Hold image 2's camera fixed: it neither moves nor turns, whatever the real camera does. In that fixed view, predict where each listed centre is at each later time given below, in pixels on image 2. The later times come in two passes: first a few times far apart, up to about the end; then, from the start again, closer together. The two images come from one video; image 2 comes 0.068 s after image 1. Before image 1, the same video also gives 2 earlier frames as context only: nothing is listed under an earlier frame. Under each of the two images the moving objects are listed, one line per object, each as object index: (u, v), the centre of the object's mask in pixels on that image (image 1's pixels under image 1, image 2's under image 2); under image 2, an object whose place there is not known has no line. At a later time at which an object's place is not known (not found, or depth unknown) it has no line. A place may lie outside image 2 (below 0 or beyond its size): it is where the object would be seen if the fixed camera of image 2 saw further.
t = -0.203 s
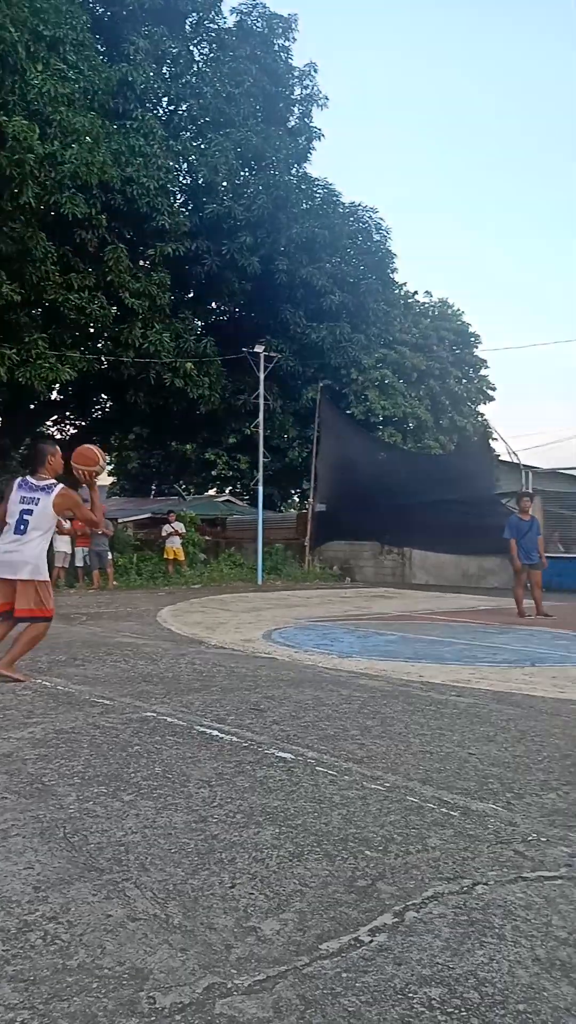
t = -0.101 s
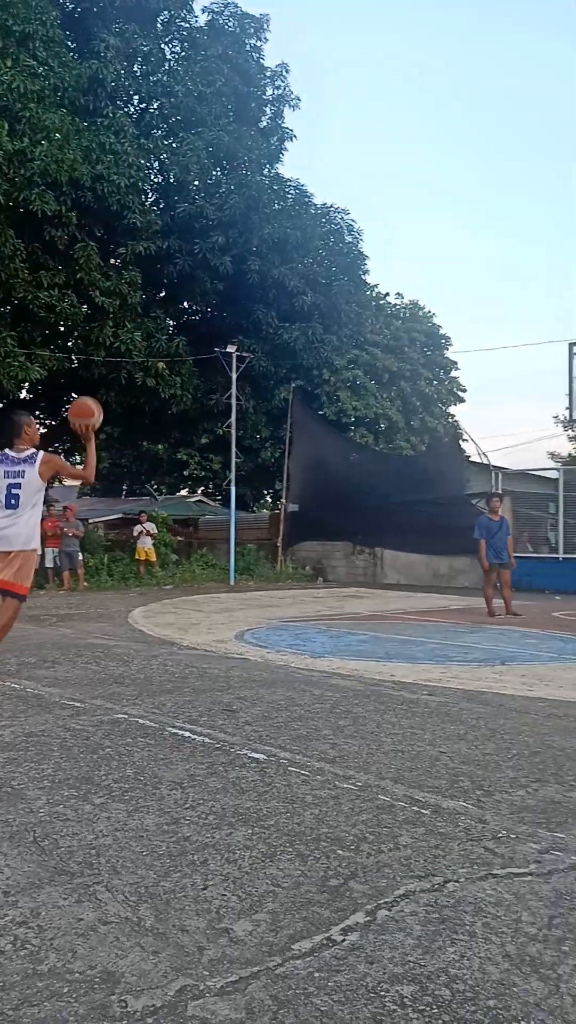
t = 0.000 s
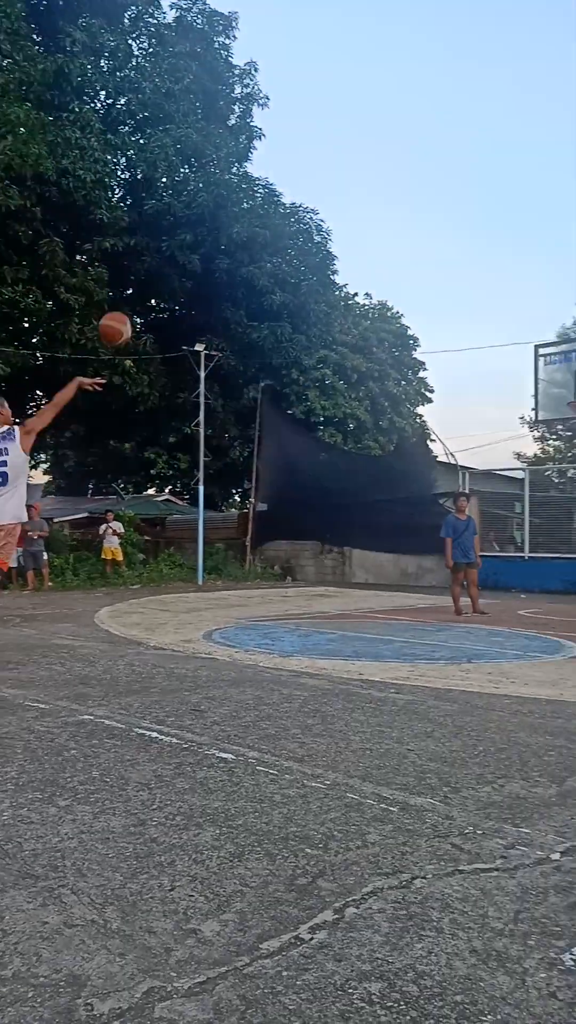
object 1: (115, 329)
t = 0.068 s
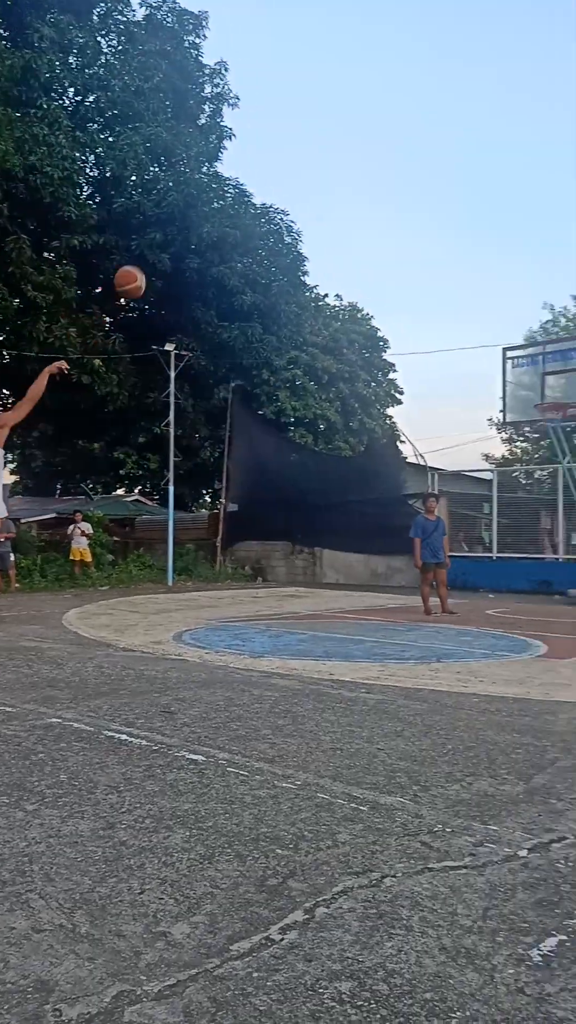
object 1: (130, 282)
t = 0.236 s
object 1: (228, 205)
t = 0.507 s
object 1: (344, 169)
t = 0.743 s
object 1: (417, 196)
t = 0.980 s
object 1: (476, 254)
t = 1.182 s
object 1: (517, 327)
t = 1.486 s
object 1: (550, 417)
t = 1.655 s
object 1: (538, 434)
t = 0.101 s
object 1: (151, 262)
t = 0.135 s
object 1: (171, 245)
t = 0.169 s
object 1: (191, 230)
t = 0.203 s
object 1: (210, 216)
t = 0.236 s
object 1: (228, 205)
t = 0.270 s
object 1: (244, 196)
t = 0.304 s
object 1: (261, 188)
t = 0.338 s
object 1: (277, 182)
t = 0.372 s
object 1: (291, 177)
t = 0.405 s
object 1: (305, 173)
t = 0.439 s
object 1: (319, 170)
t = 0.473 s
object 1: (332, 169)
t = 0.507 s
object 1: (344, 169)
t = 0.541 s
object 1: (356, 170)
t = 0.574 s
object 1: (367, 172)
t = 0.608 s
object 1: (378, 174)
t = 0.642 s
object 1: (389, 178)
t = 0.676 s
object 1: (398, 184)
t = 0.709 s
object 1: (408, 189)
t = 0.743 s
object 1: (417, 196)
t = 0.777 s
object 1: (427, 202)
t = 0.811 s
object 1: (435, 209)
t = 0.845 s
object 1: (444, 216)
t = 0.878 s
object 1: (453, 224)
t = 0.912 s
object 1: (461, 233)
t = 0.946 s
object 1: (469, 243)
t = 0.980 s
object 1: (476, 254)
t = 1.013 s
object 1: (484, 265)
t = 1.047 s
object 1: (491, 276)
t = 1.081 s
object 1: (498, 288)
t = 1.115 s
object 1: (504, 301)
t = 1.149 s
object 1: (511, 313)
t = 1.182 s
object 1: (517, 327)
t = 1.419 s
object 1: (554, 416)
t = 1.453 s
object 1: (555, 417)
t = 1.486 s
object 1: (550, 417)
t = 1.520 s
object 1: (546, 419)
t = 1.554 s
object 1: (545, 421)
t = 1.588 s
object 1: (543, 425)
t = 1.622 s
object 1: (541, 429)
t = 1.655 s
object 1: (538, 434)
